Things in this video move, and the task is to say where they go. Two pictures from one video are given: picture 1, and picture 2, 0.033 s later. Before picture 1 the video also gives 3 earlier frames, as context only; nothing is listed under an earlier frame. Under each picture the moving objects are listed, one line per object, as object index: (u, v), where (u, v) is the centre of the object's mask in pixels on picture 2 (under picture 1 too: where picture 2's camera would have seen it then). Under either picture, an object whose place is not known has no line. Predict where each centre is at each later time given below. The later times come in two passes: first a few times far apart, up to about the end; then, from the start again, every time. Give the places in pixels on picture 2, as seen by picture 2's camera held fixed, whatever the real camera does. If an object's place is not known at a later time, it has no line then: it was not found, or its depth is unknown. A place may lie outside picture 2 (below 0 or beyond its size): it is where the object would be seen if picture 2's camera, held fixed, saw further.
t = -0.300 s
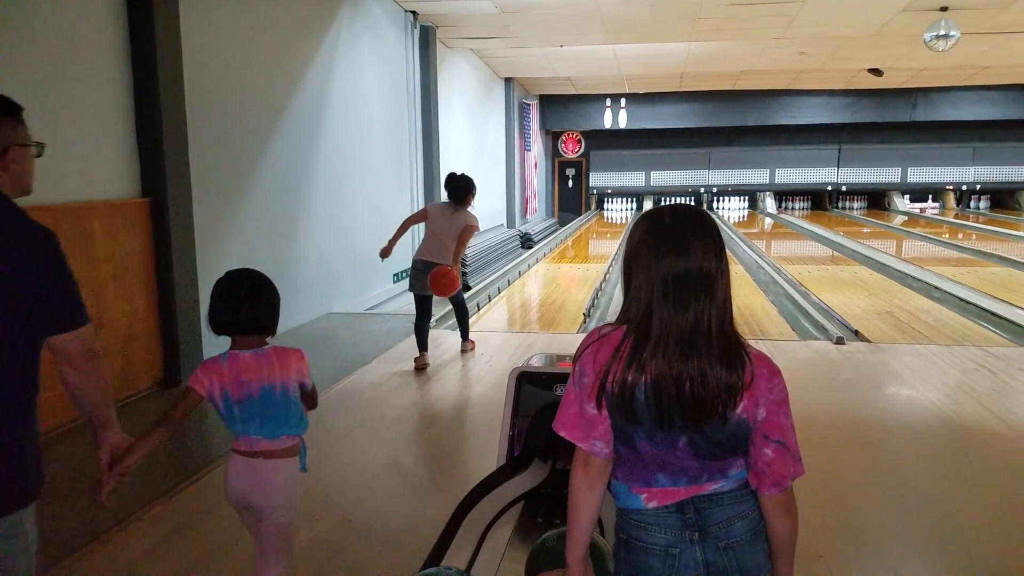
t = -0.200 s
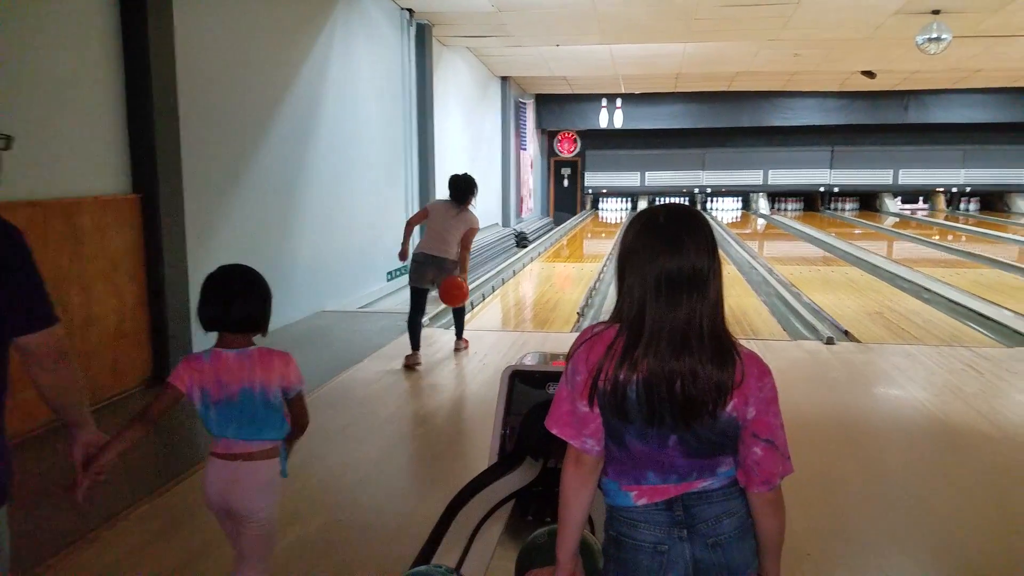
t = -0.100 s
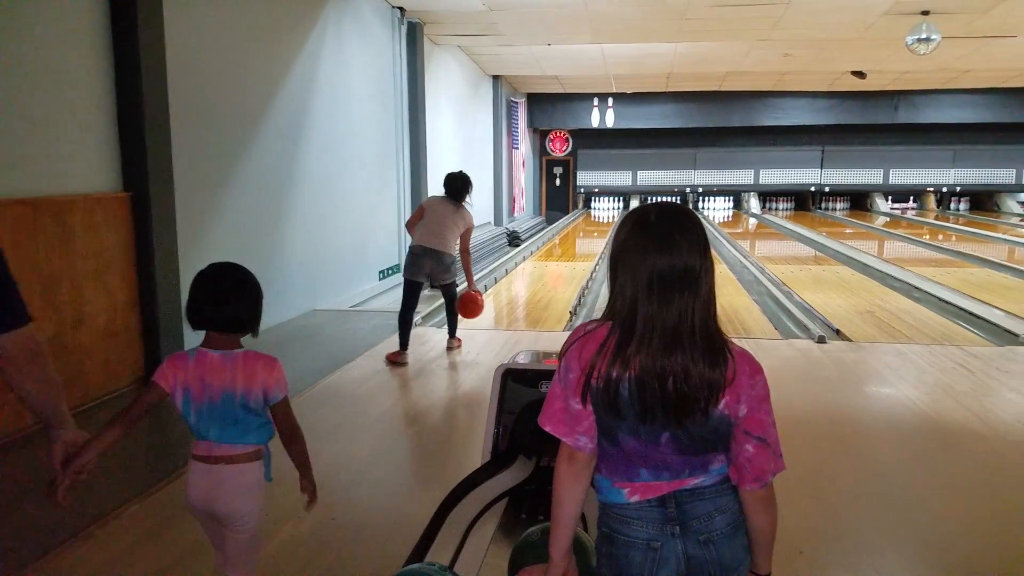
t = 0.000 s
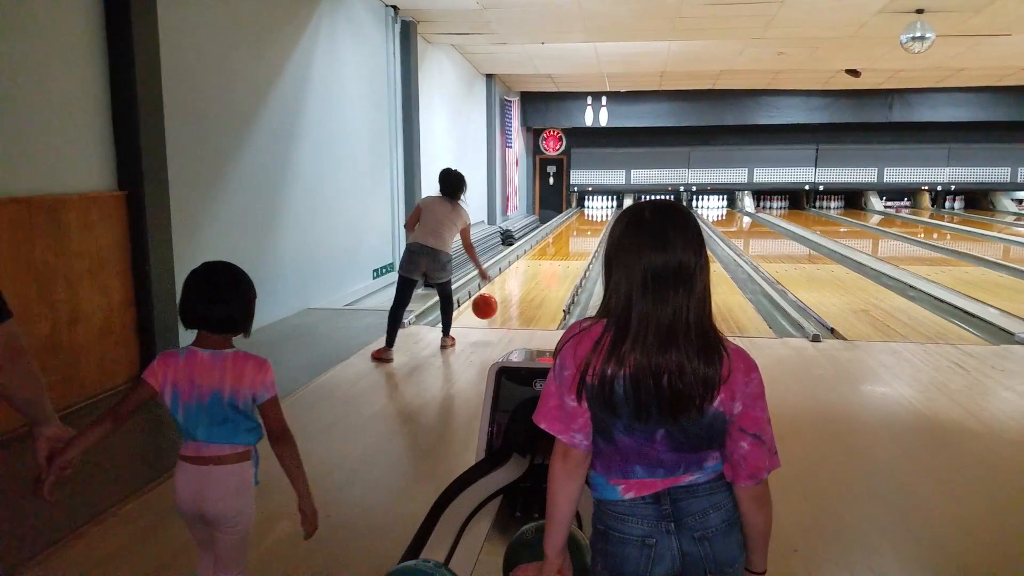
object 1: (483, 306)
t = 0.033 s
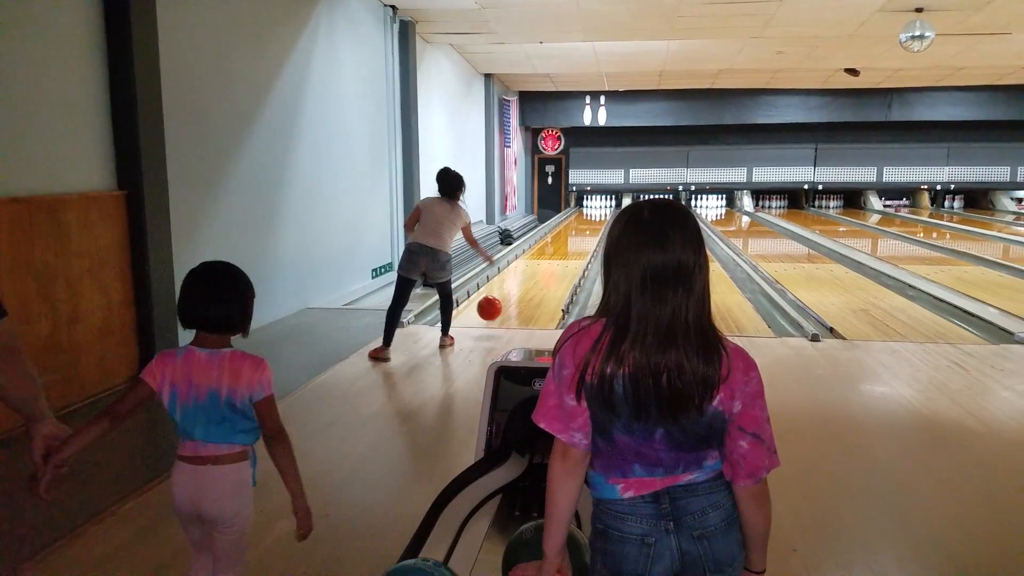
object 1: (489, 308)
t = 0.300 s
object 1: (526, 296)
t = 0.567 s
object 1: (553, 279)
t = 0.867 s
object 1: (574, 264)
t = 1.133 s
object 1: (578, 253)
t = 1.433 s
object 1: (576, 244)
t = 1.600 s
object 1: (575, 239)
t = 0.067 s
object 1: (495, 312)
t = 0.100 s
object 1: (500, 314)
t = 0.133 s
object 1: (505, 311)
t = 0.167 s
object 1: (510, 307)
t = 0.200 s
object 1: (514, 304)
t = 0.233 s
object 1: (519, 301)
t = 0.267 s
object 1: (523, 299)
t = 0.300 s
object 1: (526, 296)
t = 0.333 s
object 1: (530, 294)
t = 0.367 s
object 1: (533, 292)
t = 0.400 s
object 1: (537, 289)
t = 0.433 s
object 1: (540, 287)
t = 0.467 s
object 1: (543, 285)
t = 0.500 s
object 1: (546, 283)
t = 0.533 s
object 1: (549, 281)
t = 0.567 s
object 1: (553, 279)
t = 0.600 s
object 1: (555, 277)
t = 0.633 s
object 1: (558, 276)
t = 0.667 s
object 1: (561, 274)
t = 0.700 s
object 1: (563, 272)
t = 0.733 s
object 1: (566, 270)
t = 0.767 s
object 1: (568, 269)
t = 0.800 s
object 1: (570, 267)
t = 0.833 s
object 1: (573, 265)
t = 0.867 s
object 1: (574, 264)
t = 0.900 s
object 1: (576, 262)
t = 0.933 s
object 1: (578, 261)
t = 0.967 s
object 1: (578, 260)
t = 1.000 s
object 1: (578, 259)
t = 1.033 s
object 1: (579, 258)
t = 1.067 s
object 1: (578, 256)
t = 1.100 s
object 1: (578, 254)
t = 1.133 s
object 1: (578, 253)
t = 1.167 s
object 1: (578, 253)
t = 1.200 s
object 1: (578, 252)
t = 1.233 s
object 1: (577, 251)
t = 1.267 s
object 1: (577, 249)
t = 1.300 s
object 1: (577, 249)
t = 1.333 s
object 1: (576, 248)
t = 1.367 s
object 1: (576, 247)
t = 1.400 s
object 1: (576, 246)
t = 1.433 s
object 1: (576, 244)
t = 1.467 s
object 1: (576, 243)
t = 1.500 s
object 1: (576, 242)
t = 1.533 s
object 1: (576, 241)
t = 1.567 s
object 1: (575, 240)
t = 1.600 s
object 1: (575, 239)
